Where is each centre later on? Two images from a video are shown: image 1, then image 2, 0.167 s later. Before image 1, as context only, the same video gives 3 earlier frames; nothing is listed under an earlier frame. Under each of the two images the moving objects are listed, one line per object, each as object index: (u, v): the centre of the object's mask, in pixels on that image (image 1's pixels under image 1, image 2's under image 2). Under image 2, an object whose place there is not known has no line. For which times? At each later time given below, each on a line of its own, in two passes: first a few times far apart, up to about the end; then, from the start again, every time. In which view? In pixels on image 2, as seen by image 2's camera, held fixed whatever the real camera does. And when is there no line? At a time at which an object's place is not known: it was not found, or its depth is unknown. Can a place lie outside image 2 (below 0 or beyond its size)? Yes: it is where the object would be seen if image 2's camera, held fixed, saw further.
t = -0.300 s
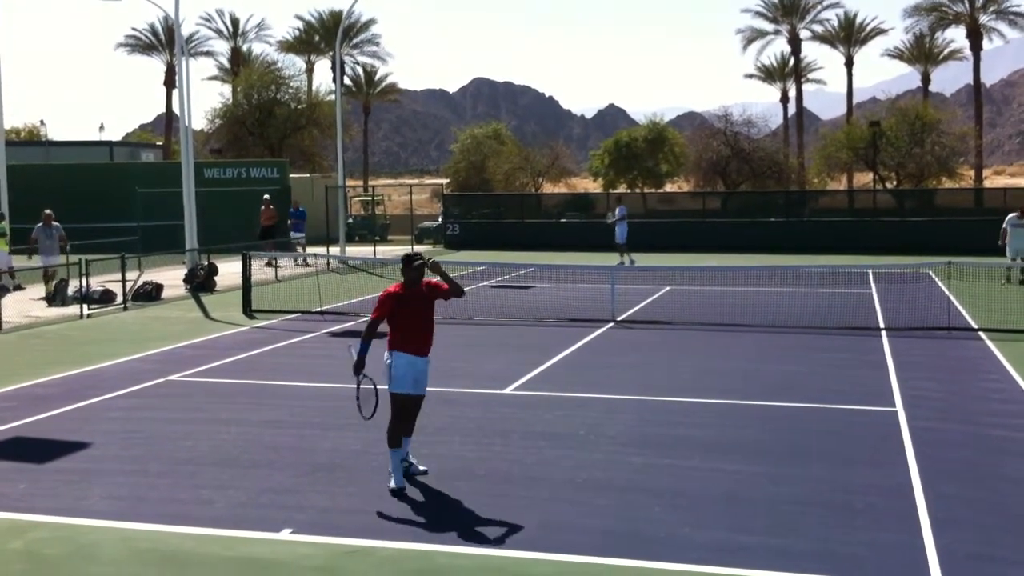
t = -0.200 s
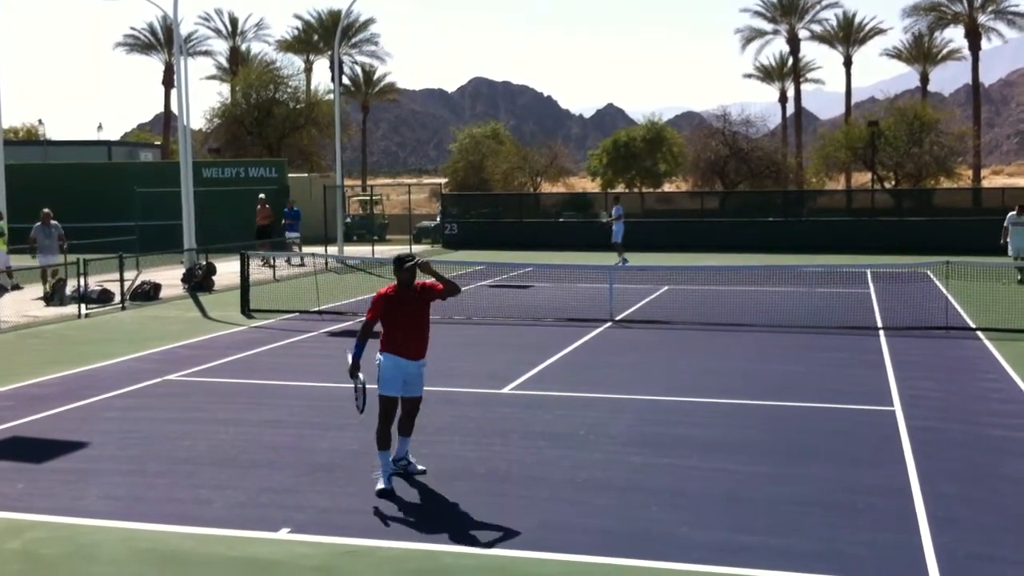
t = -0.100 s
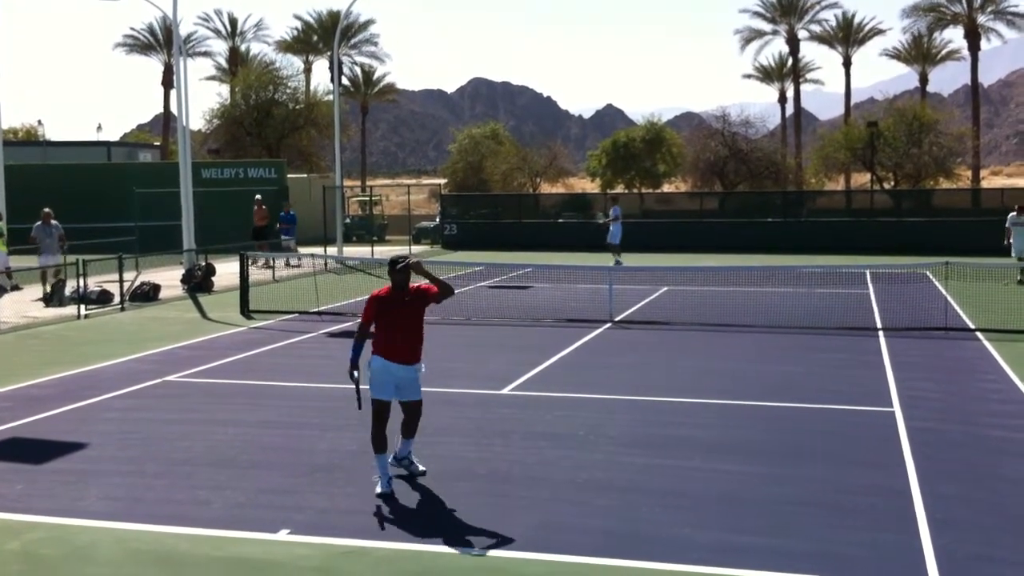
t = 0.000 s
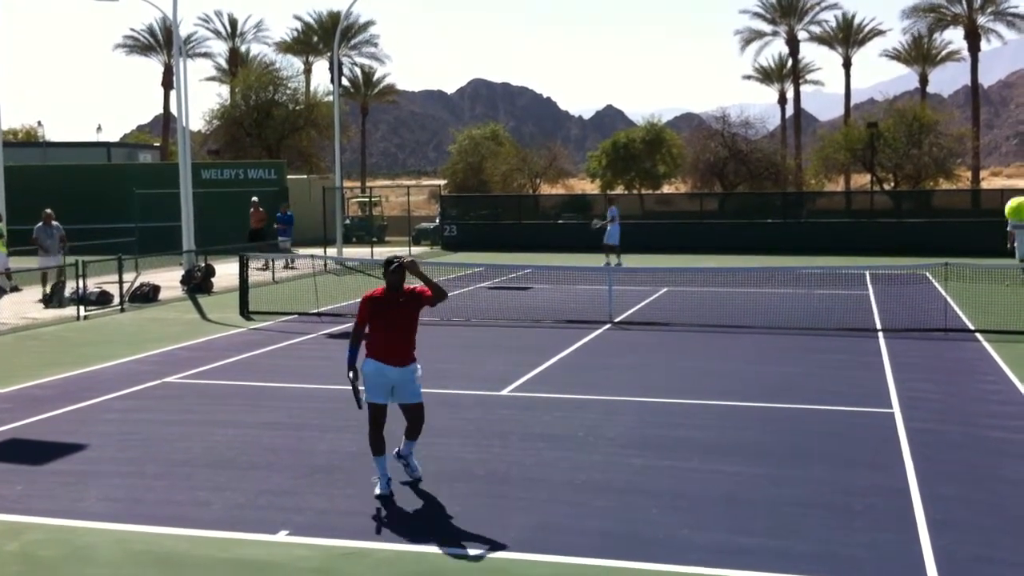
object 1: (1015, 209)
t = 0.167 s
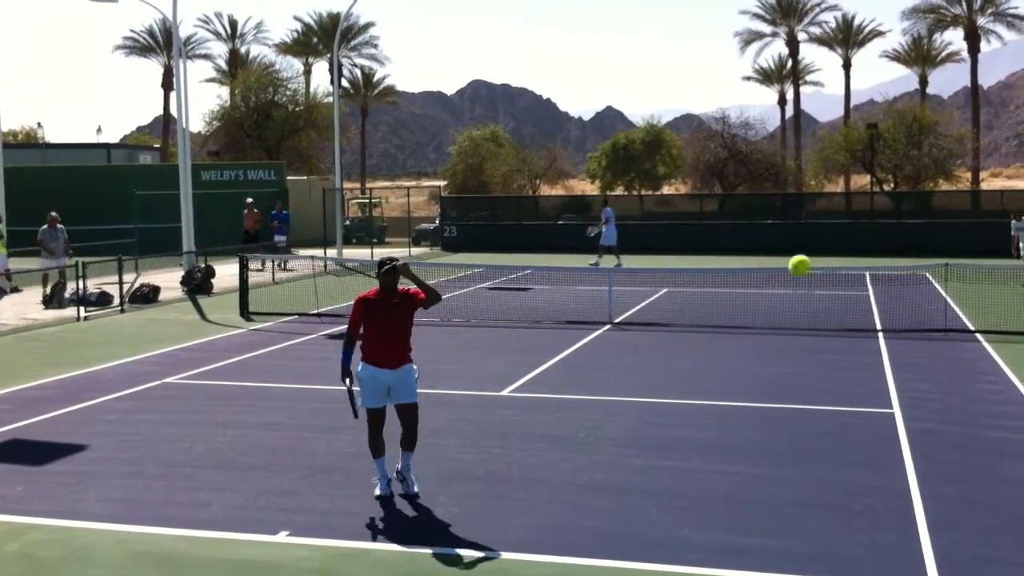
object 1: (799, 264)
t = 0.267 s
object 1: (707, 323)
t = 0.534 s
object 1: (546, 532)
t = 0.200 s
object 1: (766, 283)
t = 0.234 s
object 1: (735, 303)
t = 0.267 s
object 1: (707, 323)
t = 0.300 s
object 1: (682, 346)
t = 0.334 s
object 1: (658, 370)
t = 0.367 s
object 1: (636, 395)
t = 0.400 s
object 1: (615, 421)
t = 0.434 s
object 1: (597, 448)
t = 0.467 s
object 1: (579, 476)
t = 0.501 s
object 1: (562, 504)
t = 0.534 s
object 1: (546, 532)
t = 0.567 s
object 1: (531, 564)
